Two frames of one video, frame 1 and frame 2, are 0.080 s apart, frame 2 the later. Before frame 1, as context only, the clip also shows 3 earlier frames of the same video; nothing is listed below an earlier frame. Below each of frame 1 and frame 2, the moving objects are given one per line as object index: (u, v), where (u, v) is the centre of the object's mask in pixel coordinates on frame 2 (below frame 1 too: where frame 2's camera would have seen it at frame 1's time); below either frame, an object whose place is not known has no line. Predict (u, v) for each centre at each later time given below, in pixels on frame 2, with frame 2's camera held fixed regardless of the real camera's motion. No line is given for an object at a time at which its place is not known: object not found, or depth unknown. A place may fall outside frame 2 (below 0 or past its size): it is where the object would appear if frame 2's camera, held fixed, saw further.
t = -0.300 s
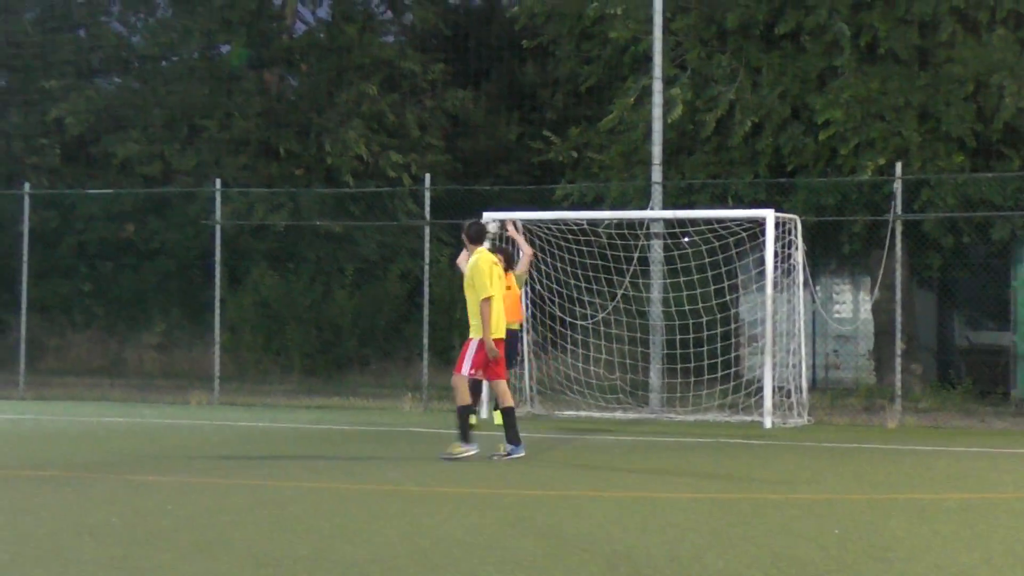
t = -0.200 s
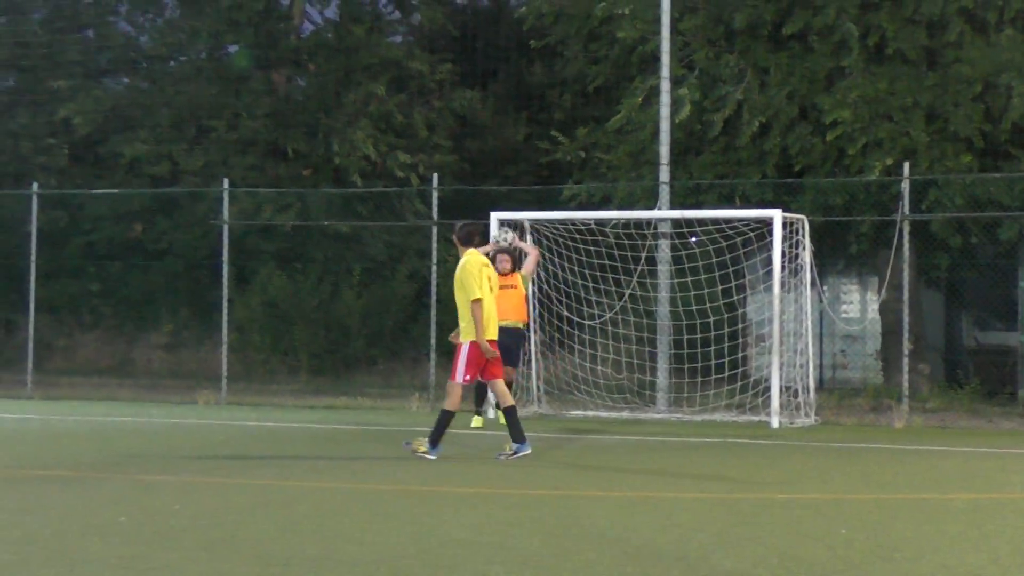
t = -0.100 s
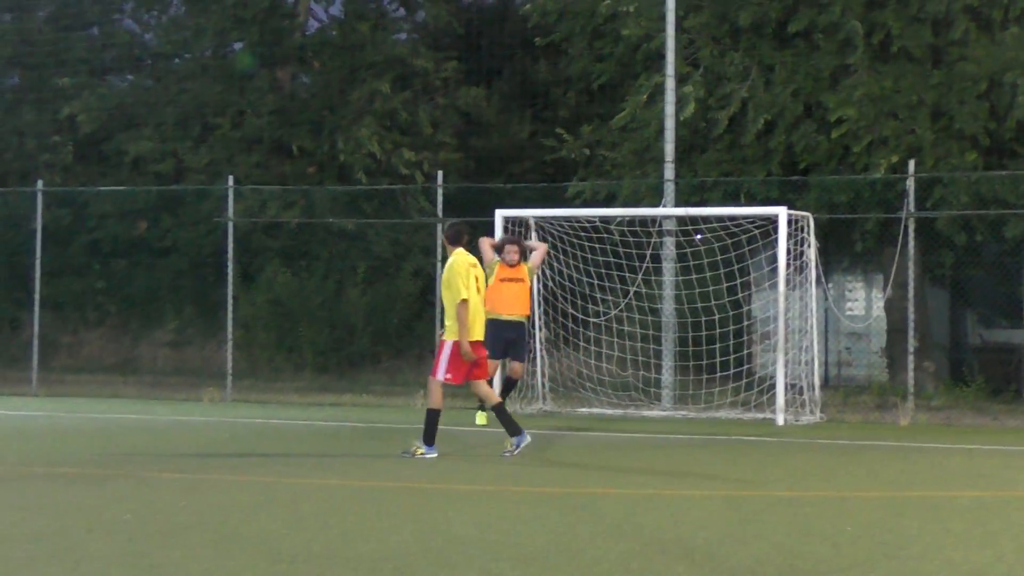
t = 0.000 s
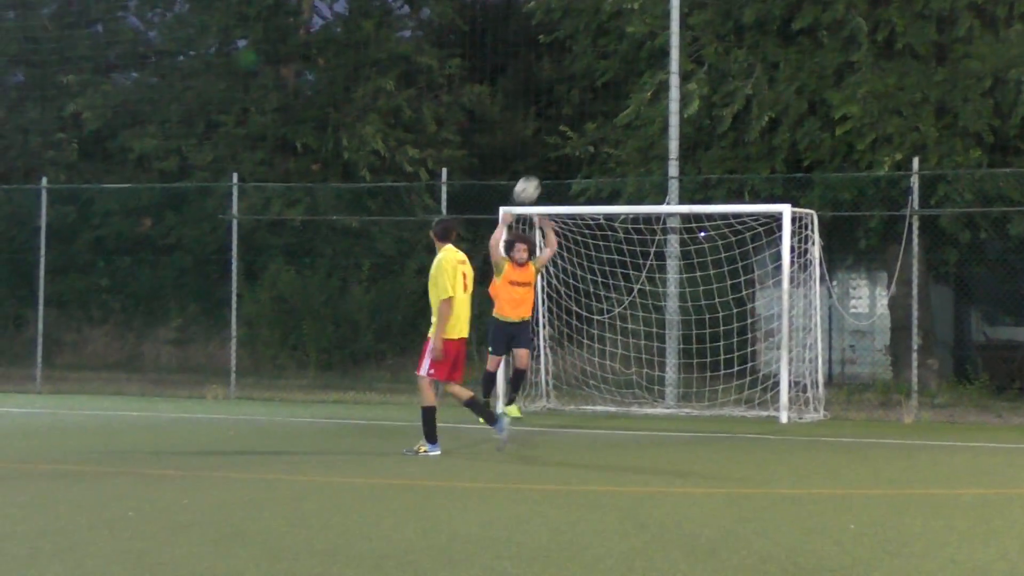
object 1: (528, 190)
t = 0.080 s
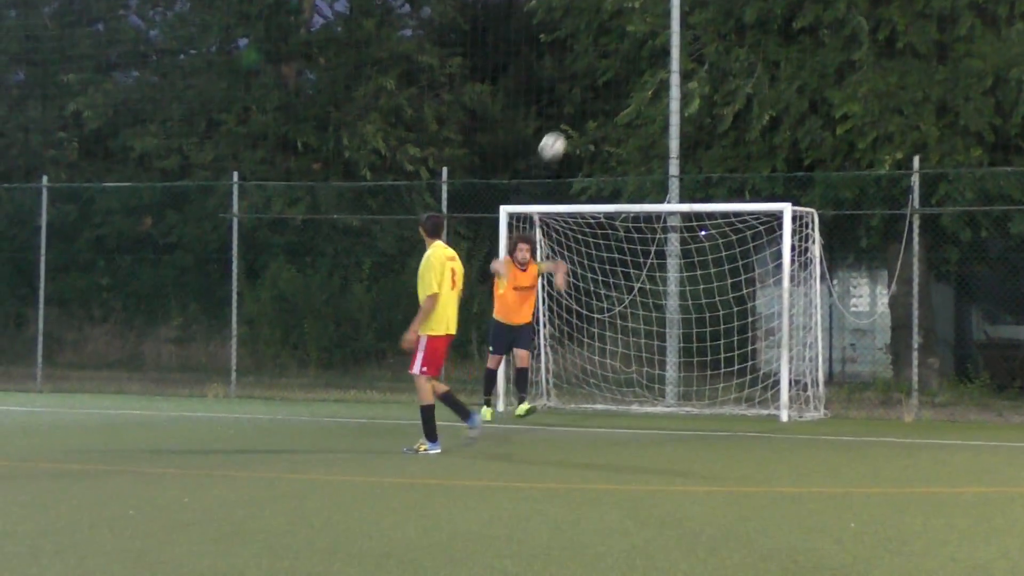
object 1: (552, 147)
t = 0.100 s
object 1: (559, 137)
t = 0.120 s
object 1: (565, 127)
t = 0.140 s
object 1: (572, 118)
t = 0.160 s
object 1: (579, 108)
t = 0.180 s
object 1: (586, 98)
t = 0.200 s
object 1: (593, 90)
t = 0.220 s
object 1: (600, 81)
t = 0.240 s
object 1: (607, 73)
